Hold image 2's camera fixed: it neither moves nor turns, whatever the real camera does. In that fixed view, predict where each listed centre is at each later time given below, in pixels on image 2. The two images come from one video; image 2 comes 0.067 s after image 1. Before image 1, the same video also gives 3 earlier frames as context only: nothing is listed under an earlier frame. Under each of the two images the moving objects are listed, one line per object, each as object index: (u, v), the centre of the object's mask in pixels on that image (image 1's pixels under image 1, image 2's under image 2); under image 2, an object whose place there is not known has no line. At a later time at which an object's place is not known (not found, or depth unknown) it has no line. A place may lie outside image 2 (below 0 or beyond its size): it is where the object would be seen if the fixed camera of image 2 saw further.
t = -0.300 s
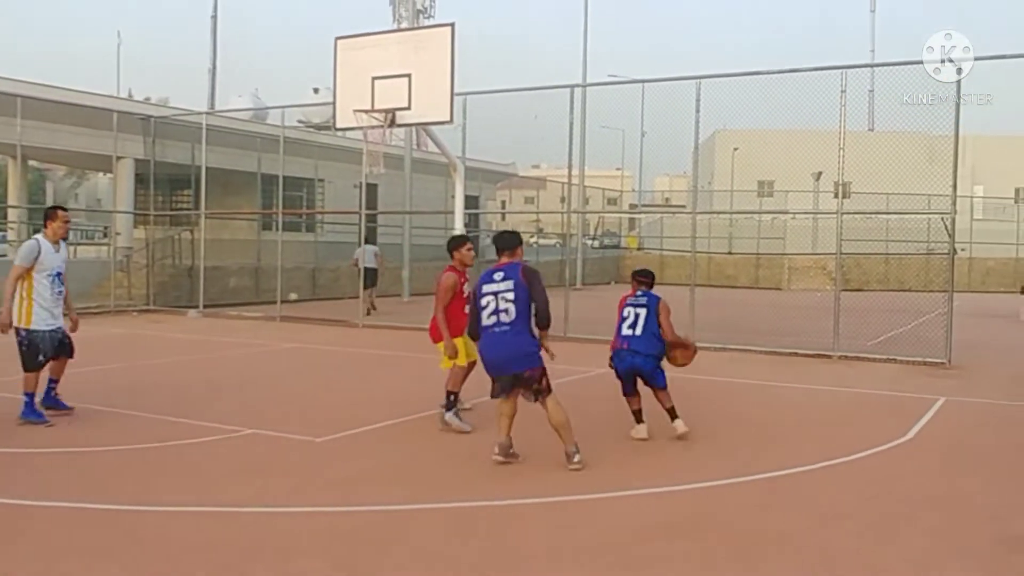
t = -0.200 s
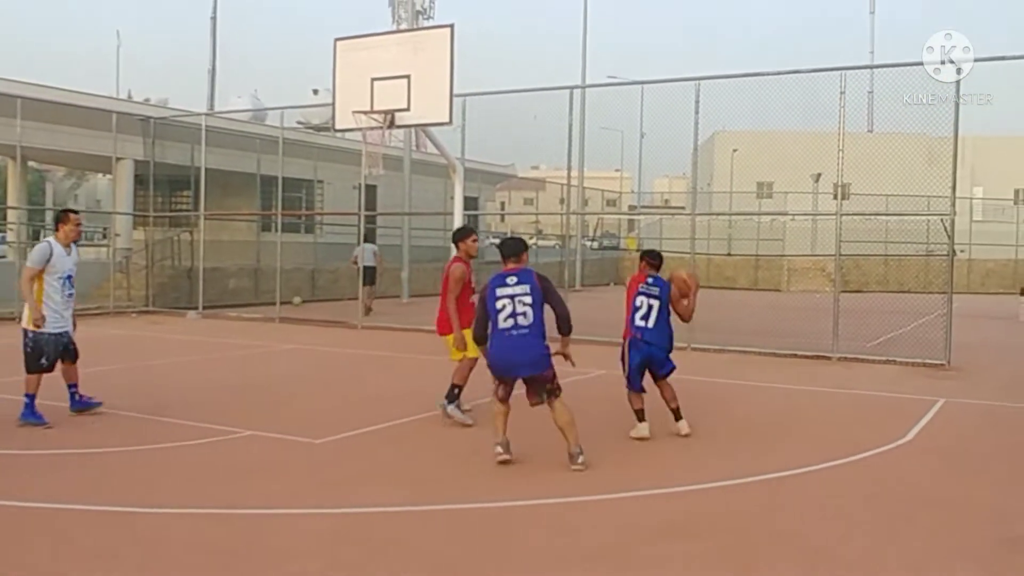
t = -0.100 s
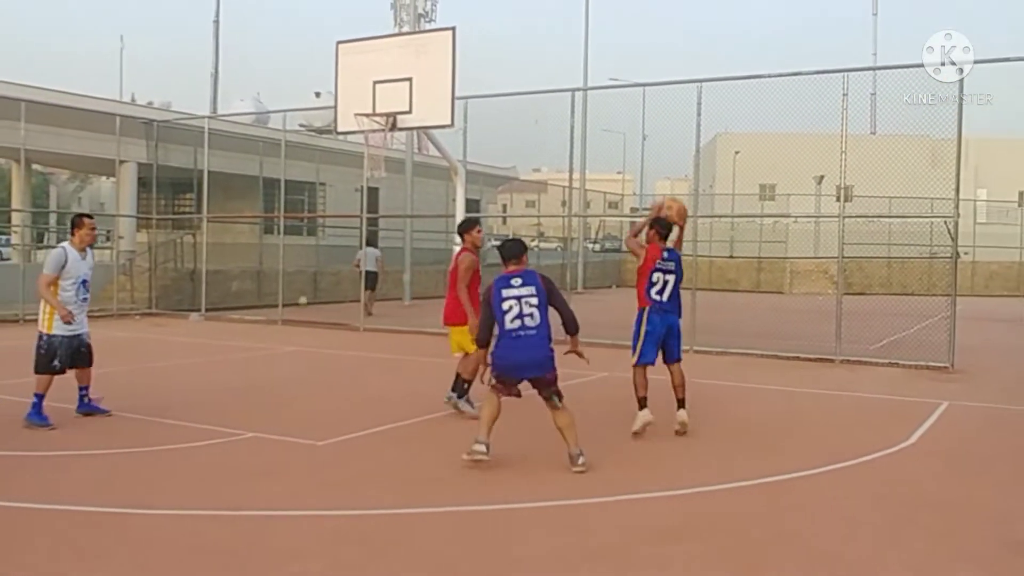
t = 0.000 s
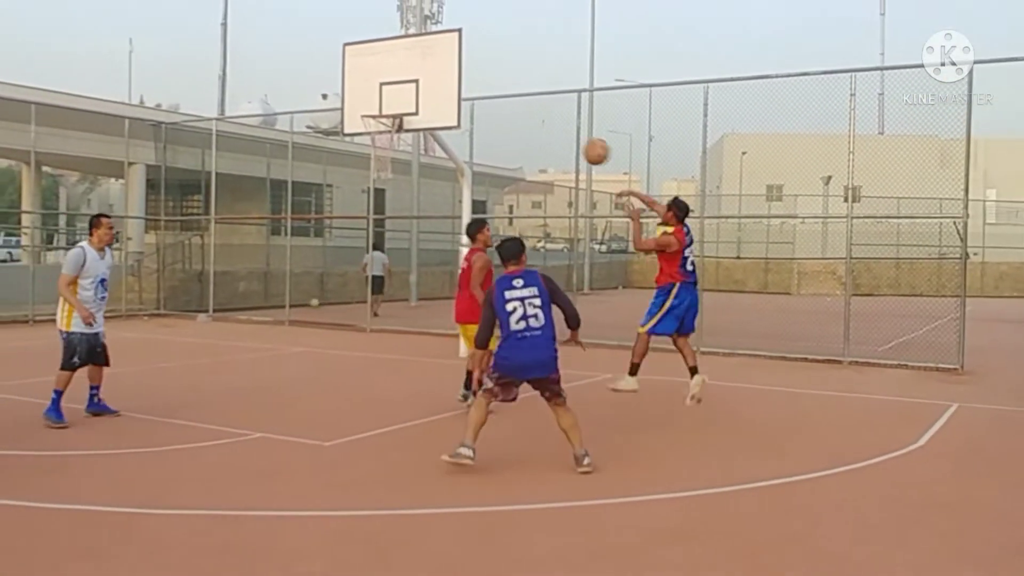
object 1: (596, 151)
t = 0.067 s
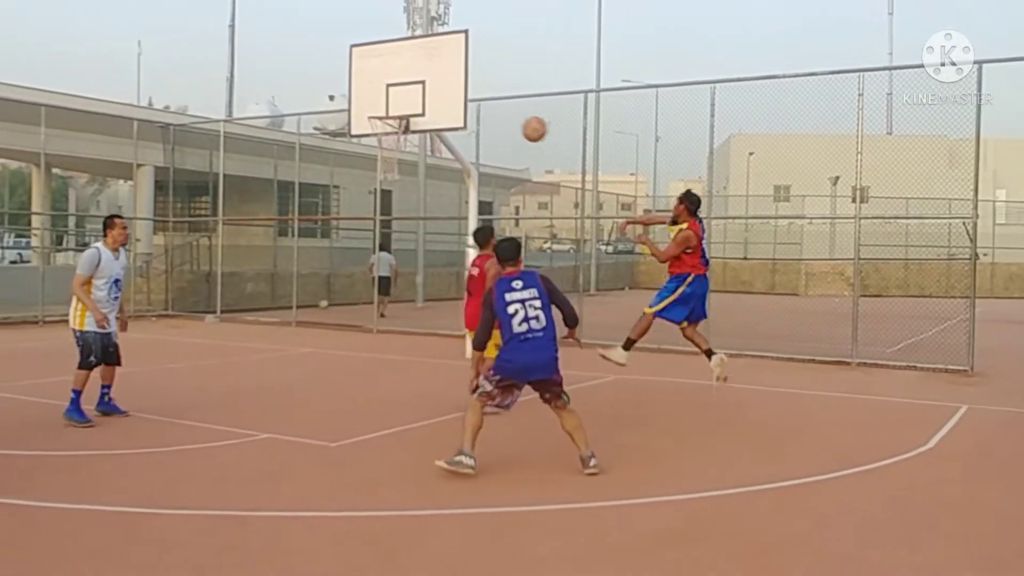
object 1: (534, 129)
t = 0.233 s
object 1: (389, 96)
